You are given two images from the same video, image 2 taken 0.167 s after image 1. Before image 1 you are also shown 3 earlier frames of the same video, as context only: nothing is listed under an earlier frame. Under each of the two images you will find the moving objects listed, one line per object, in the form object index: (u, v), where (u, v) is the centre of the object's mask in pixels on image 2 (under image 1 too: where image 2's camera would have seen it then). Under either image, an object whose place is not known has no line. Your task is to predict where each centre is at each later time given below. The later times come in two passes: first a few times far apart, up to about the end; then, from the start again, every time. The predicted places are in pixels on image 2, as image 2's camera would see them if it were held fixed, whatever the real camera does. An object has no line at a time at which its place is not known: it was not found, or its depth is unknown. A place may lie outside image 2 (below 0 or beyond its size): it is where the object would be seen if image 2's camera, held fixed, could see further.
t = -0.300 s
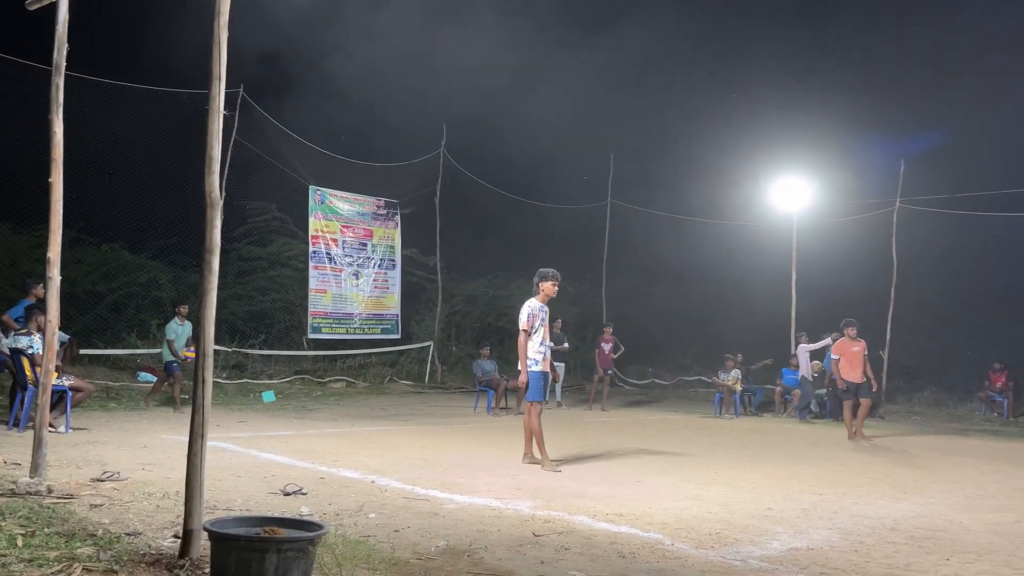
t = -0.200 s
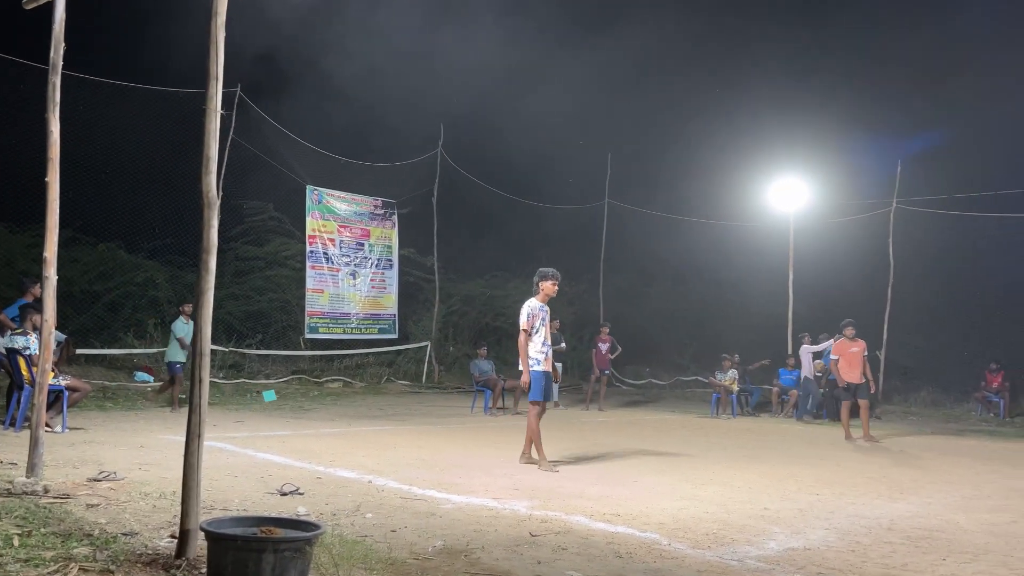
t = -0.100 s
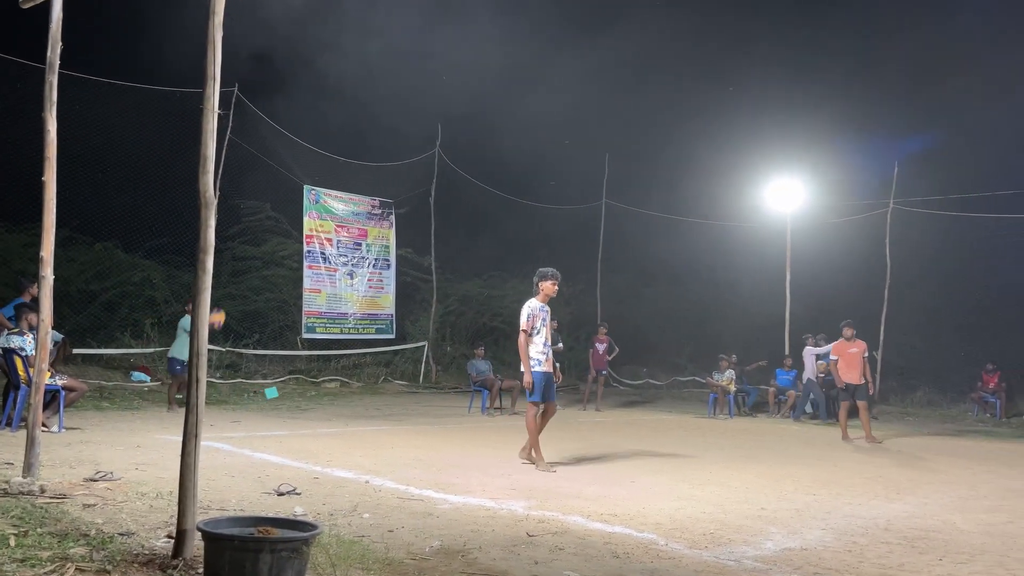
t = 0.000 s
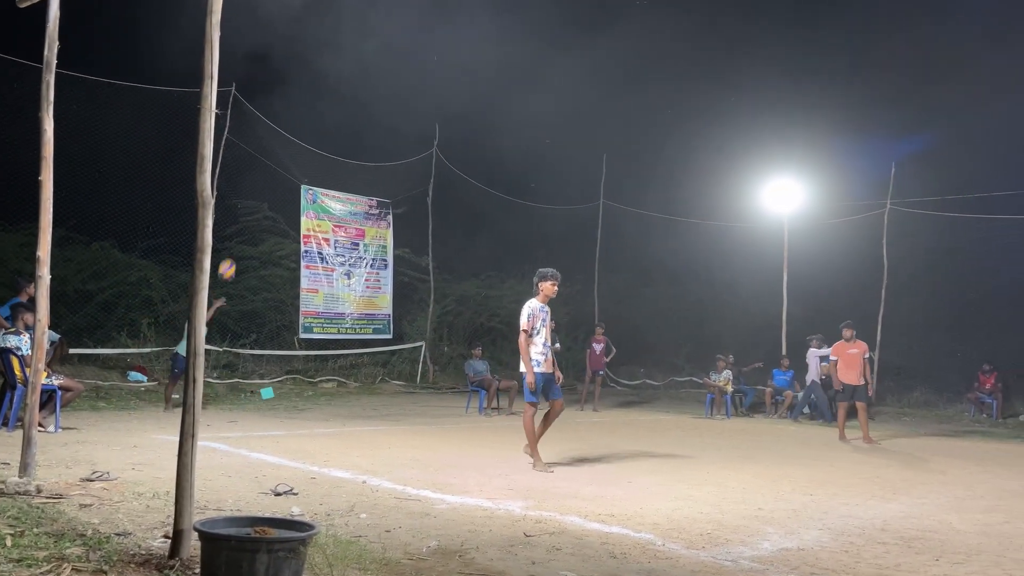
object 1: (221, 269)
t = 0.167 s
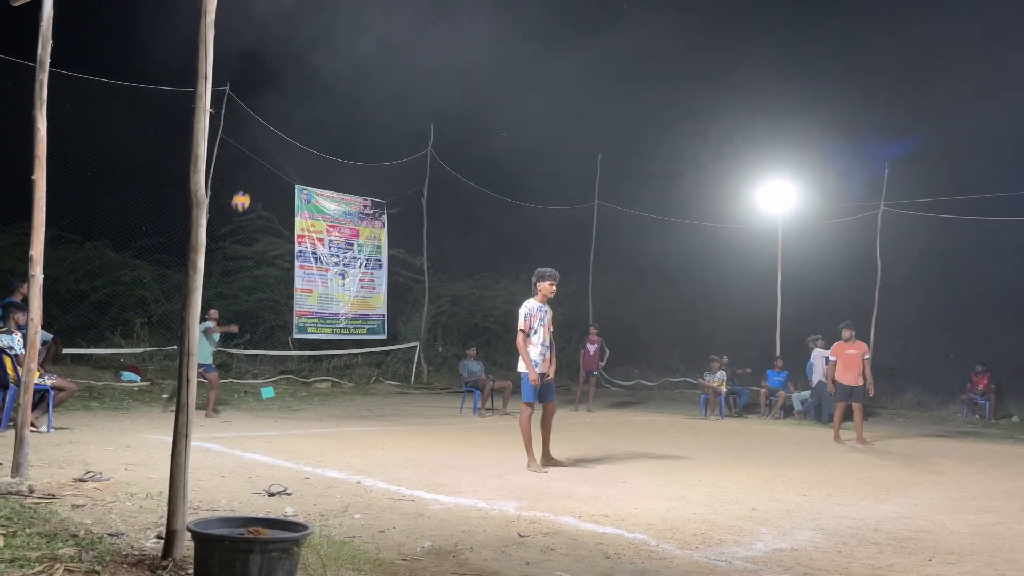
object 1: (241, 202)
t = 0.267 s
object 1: (252, 170)
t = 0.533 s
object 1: (280, 122)
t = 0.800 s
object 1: (306, 126)
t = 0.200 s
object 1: (245, 190)
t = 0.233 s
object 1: (248, 179)
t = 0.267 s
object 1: (252, 170)
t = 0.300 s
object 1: (256, 162)
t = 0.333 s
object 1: (259, 154)
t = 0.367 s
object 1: (263, 146)
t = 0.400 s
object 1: (267, 140)
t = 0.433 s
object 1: (270, 134)
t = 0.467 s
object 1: (274, 129)
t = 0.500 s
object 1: (277, 125)
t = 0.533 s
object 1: (280, 122)
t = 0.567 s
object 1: (284, 120)
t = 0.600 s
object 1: (287, 119)
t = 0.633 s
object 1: (290, 118)
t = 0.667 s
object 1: (293, 118)
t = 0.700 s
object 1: (296, 118)
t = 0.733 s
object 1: (300, 120)
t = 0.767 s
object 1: (303, 122)
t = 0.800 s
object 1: (306, 126)
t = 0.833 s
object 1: (308, 130)
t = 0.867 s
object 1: (311, 135)
